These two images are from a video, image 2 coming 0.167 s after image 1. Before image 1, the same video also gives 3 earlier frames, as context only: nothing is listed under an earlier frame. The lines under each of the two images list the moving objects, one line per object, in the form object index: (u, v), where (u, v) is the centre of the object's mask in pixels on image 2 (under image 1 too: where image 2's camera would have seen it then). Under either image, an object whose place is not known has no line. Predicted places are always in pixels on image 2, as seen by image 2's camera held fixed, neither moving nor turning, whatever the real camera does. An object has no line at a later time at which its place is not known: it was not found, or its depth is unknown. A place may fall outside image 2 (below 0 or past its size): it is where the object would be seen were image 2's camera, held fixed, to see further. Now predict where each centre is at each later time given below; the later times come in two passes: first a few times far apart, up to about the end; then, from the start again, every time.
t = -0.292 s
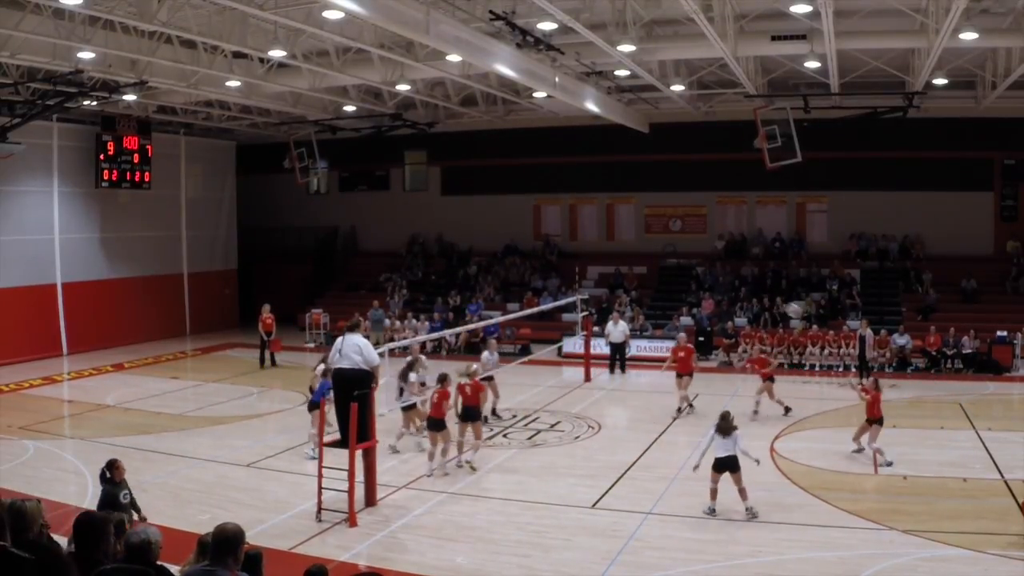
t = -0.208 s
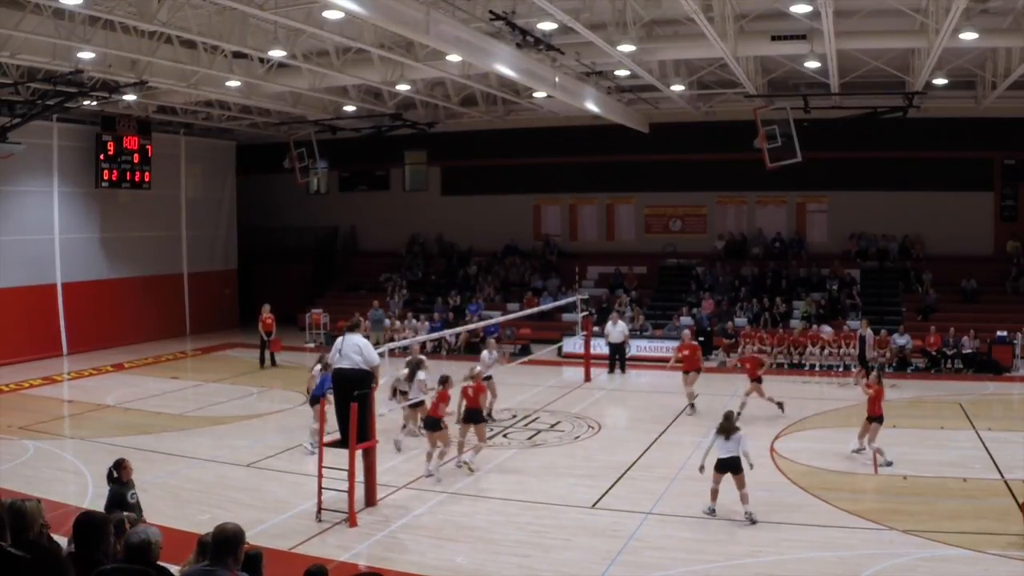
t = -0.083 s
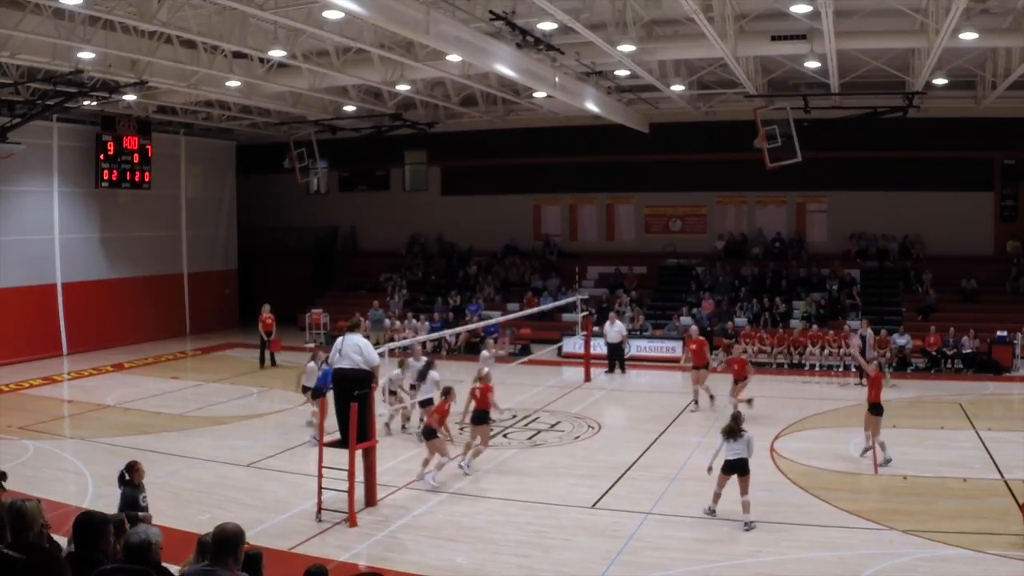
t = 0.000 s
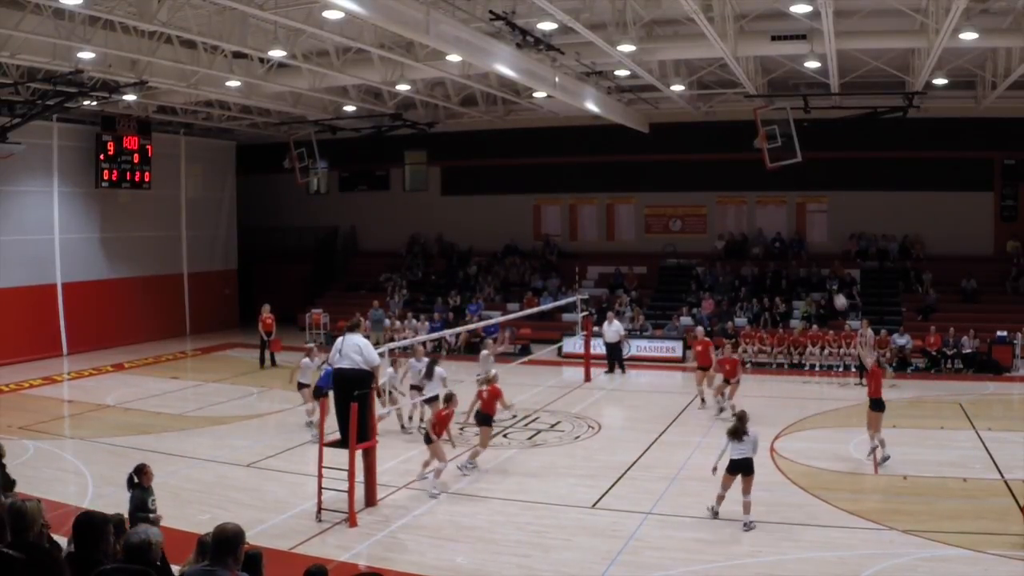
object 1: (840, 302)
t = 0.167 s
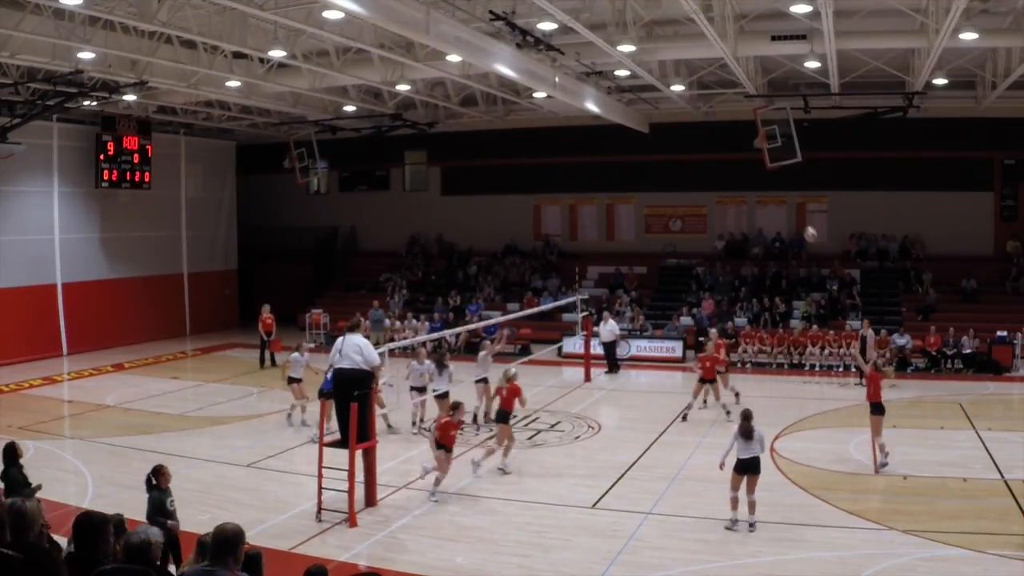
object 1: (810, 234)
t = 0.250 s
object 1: (794, 207)
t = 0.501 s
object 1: (751, 155)
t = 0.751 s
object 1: (712, 138)
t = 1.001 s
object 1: (674, 155)
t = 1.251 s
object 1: (641, 201)
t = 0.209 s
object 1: (802, 220)
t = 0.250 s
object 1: (794, 207)
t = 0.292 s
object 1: (787, 196)
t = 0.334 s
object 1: (780, 185)
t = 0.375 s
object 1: (773, 176)
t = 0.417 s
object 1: (765, 168)
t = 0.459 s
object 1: (758, 161)
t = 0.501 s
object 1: (751, 155)
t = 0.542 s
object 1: (744, 149)
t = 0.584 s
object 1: (738, 145)
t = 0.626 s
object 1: (731, 141)
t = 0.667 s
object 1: (725, 139)
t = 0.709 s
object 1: (718, 138)
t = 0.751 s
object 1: (712, 138)
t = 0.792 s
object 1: (705, 139)
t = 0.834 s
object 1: (699, 140)
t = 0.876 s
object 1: (693, 143)
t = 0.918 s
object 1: (686, 146)
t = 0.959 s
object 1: (680, 150)
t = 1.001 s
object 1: (674, 155)
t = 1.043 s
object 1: (669, 161)
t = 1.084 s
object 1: (663, 167)
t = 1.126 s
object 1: (657, 175)
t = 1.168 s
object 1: (651, 183)
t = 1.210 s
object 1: (646, 192)
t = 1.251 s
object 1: (641, 201)
